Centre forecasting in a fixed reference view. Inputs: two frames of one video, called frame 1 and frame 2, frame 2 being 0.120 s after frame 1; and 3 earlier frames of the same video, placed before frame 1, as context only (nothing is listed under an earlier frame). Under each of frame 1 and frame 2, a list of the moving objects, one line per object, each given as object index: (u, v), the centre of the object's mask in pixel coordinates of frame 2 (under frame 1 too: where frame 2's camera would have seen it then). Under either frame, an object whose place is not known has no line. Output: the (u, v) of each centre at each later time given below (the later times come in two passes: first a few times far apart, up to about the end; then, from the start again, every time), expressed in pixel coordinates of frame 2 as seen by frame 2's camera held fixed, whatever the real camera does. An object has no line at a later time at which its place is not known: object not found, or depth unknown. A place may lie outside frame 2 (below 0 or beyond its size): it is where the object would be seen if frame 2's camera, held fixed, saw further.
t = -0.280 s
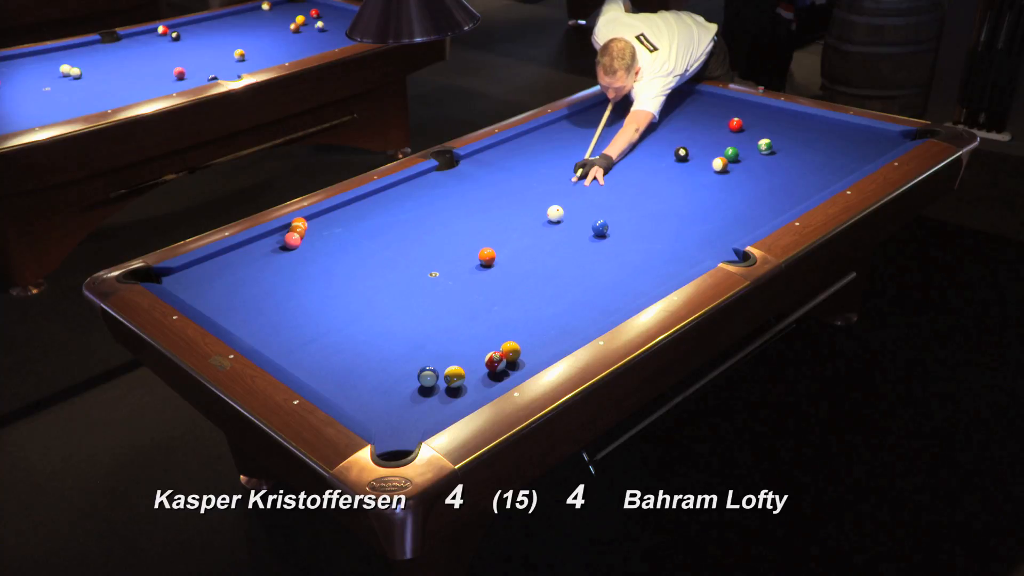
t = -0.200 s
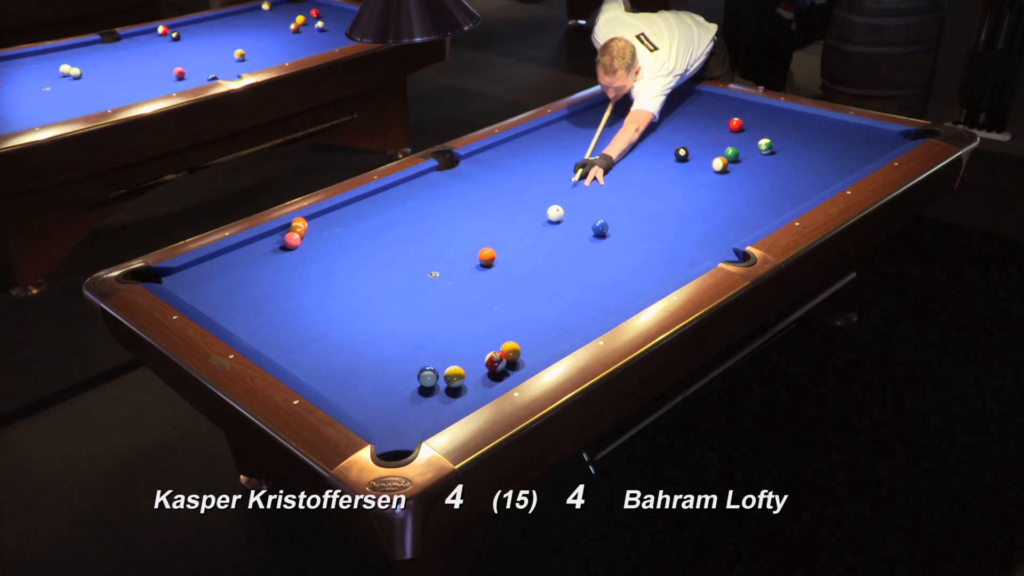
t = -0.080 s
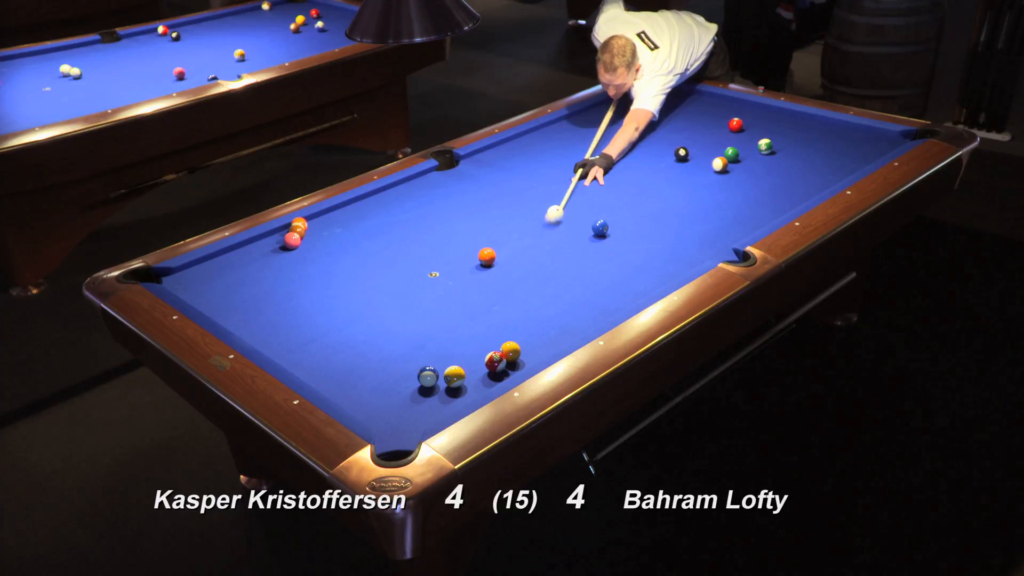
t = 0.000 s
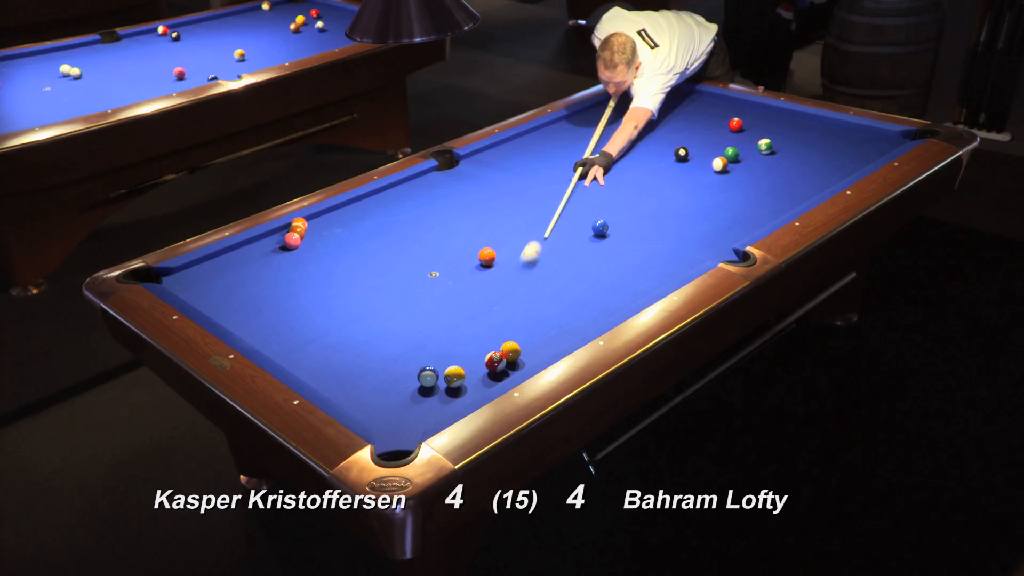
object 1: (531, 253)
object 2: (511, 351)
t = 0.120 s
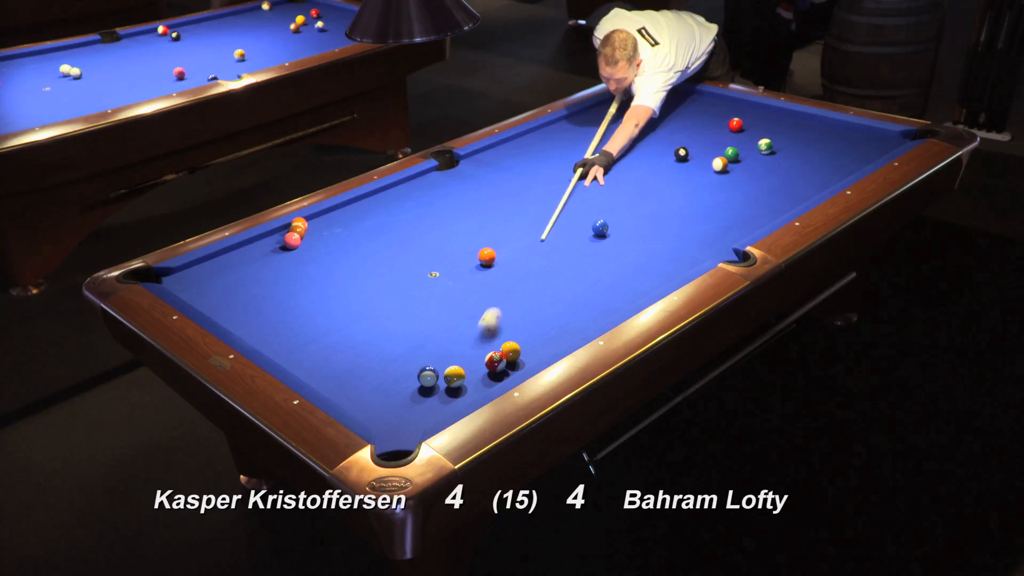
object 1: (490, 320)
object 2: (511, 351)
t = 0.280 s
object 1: (475, 366)
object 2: (511, 351)
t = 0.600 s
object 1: (482, 356)
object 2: (521, 344)
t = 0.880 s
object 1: (489, 341)
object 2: (529, 339)
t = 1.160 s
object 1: (495, 329)
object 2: (535, 334)
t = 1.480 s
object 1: (501, 317)
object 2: (541, 330)
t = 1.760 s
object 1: (505, 308)
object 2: (545, 328)
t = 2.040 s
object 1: (509, 300)
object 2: (547, 326)
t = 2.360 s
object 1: (512, 292)
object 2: (547, 326)
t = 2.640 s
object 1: (514, 287)
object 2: (548, 326)
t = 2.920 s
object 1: (516, 283)
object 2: (548, 326)
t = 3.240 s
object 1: (518, 279)
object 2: (548, 326)
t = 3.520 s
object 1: (519, 277)
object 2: (548, 326)
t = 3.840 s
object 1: (521, 275)
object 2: (548, 326)
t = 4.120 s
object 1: (521, 275)
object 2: (548, 326)
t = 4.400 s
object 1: (522, 275)
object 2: (548, 326)
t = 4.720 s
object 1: (522, 275)
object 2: (548, 325)
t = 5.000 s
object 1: (522, 275)
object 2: (548, 326)
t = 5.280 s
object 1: (522, 275)
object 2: (548, 325)
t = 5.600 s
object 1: (522, 275)
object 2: (548, 325)
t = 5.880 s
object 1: (522, 275)
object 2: (548, 325)
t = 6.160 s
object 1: (522, 275)
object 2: (548, 326)
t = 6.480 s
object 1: (522, 275)
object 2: (548, 326)
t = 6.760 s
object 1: (522, 275)
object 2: (548, 325)
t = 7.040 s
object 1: (522, 275)
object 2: (548, 326)
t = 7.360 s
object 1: (522, 275)
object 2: (548, 326)
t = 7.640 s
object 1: (522, 275)
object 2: (548, 326)
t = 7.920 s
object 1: (522, 276)
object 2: (548, 326)
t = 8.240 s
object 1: (522, 276)
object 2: (548, 326)
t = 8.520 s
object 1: (522, 275)
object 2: (548, 326)
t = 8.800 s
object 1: (522, 275)
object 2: (548, 326)
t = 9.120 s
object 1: (522, 276)
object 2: (548, 325)
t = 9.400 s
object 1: (522, 276)
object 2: (548, 326)
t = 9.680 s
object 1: (522, 275)
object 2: (548, 325)
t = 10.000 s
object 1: (522, 275)
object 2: (548, 325)
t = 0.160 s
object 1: (475, 346)
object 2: (511, 351)
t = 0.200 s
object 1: (465, 365)
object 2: (511, 351)
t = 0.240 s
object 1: (470, 366)
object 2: (511, 351)
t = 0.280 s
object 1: (475, 366)
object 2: (511, 351)
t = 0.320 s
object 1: (475, 367)
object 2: (512, 350)
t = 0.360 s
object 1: (476, 366)
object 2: (513, 349)
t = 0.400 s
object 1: (478, 366)
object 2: (515, 349)
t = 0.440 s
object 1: (478, 364)
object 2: (516, 348)
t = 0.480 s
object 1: (479, 363)
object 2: (517, 347)
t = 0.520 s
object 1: (480, 360)
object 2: (519, 346)
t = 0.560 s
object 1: (481, 358)
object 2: (520, 345)
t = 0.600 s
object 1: (482, 356)
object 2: (521, 344)
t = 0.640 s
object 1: (483, 354)
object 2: (523, 344)
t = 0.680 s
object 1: (484, 351)
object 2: (524, 343)
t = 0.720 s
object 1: (485, 349)
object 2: (525, 342)
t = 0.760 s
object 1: (486, 348)
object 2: (526, 341)
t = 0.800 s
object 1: (487, 346)
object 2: (527, 340)
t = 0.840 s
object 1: (488, 343)
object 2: (528, 340)
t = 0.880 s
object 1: (489, 341)
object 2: (529, 339)
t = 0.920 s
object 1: (490, 340)
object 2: (530, 338)
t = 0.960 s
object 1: (491, 338)
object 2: (531, 337)
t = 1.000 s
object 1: (492, 336)
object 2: (532, 337)
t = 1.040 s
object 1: (493, 334)
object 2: (533, 336)
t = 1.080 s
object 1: (493, 333)
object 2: (534, 336)
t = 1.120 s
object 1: (494, 331)
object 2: (535, 335)
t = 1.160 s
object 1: (495, 329)
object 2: (535, 334)
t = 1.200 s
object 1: (496, 328)
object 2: (536, 334)
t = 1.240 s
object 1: (497, 326)
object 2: (537, 333)
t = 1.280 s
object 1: (497, 324)
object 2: (538, 333)
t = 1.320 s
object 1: (498, 323)
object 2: (539, 332)
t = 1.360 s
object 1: (499, 321)
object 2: (539, 332)
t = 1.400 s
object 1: (499, 320)
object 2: (540, 331)
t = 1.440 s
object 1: (500, 318)
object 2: (541, 331)
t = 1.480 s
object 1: (501, 317)
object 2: (541, 330)
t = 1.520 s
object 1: (502, 316)
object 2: (542, 330)
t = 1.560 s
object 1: (502, 314)
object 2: (542, 330)
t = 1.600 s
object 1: (503, 313)
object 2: (543, 329)
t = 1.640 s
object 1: (503, 312)
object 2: (543, 329)
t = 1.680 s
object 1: (504, 310)
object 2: (544, 329)
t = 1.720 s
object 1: (504, 309)
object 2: (544, 328)
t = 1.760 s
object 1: (505, 308)
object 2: (545, 328)
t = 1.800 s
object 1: (506, 307)
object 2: (545, 328)
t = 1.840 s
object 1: (506, 306)
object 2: (545, 327)
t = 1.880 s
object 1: (506, 304)
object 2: (546, 327)
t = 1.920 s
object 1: (507, 303)
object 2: (546, 327)
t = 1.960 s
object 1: (508, 302)
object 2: (546, 327)
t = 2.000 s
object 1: (508, 301)
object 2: (547, 326)
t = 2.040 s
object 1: (509, 300)
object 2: (547, 326)
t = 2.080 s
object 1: (509, 299)
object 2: (547, 326)
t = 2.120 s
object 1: (509, 298)
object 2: (547, 326)
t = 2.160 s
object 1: (510, 297)
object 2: (547, 326)
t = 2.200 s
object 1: (510, 296)
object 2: (547, 326)
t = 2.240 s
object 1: (511, 295)
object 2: (547, 326)
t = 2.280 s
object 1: (511, 294)
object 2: (547, 326)
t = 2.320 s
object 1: (511, 293)
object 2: (547, 326)
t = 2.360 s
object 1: (512, 292)
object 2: (547, 326)
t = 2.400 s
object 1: (512, 292)
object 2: (548, 326)
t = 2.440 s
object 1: (513, 291)
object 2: (548, 326)
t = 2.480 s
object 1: (513, 290)
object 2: (548, 326)
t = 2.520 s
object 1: (513, 289)
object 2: (548, 326)
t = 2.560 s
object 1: (514, 288)
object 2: (548, 326)
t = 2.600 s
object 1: (514, 288)
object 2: (548, 326)
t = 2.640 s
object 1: (514, 287)
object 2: (548, 326)
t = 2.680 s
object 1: (515, 286)
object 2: (548, 326)
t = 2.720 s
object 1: (515, 285)
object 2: (548, 326)
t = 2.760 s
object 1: (515, 285)
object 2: (548, 326)
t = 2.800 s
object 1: (516, 284)
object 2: (548, 326)
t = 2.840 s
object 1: (516, 284)
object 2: (548, 326)
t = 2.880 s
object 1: (516, 283)
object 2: (548, 326)
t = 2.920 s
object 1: (516, 283)
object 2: (548, 326)
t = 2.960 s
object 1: (517, 282)
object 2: (548, 326)
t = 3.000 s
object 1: (517, 282)
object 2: (548, 326)
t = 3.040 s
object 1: (517, 282)
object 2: (548, 326)
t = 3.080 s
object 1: (517, 281)
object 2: (548, 326)
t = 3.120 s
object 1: (518, 280)
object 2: (548, 326)
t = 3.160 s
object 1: (518, 280)
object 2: (548, 326)
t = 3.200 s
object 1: (518, 280)
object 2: (548, 326)
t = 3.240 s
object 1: (518, 279)
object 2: (548, 326)
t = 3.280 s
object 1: (518, 279)
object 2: (548, 326)
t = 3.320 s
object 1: (519, 278)
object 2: (548, 326)
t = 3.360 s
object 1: (519, 278)
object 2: (548, 326)
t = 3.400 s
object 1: (519, 278)
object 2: (548, 326)
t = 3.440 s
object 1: (519, 277)
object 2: (548, 326)
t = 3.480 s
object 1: (519, 277)
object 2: (548, 326)
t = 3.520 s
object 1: (519, 277)
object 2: (548, 326)
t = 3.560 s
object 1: (519, 276)
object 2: (548, 326)
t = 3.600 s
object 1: (520, 276)
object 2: (548, 326)
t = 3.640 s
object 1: (520, 276)
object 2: (548, 326)
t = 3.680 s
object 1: (520, 276)
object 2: (548, 326)
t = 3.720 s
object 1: (520, 275)
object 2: (548, 326)
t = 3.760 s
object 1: (520, 275)
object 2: (548, 326)
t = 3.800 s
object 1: (520, 275)
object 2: (548, 326)
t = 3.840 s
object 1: (521, 275)
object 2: (548, 326)
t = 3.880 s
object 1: (521, 275)
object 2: (548, 326)
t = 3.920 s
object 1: (521, 275)
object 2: (548, 326)
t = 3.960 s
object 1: (521, 275)
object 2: (548, 326)
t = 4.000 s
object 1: (521, 275)
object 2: (548, 326)
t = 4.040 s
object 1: (521, 275)
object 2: (548, 326)
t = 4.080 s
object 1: (521, 275)
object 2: (548, 326)
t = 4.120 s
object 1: (521, 275)
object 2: (548, 326)
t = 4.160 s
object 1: (522, 275)
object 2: (548, 326)
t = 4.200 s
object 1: (522, 275)
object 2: (548, 326)
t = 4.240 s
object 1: (522, 275)
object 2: (548, 326)
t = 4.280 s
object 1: (522, 275)
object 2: (548, 326)
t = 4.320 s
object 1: (522, 275)
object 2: (548, 326)
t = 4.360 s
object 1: (522, 275)
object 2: (548, 326)
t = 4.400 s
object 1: (522, 275)
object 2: (548, 326)
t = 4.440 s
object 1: (522, 275)
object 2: (548, 326)
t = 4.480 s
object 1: (522, 275)
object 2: (548, 326)
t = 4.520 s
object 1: (522, 275)
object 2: (548, 326)
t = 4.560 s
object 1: (522, 275)
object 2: (548, 326)
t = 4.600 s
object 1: (522, 275)
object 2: (548, 326)
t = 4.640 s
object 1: (522, 275)
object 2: (548, 326)
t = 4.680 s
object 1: (522, 275)
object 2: (548, 326)
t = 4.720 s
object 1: (522, 275)
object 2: (548, 325)
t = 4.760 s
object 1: (522, 275)
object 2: (548, 326)
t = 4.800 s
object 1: (522, 275)
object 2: (548, 326)
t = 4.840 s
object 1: (522, 275)
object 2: (548, 326)
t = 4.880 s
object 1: (522, 275)
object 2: (548, 325)
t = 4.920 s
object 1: (522, 275)
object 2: (548, 326)
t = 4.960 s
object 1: (522, 275)
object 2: (548, 325)
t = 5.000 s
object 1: (522, 275)
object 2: (548, 326)
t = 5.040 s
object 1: (522, 275)
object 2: (548, 325)
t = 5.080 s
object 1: (522, 275)
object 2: (548, 326)
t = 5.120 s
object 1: (522, 275)
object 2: (548, 325)
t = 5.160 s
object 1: (522, 275)
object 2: (548, 326)
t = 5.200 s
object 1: (522, 275)
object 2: (548, 325)
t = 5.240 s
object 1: (522, 275)
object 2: (548, 326)
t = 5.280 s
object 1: (522, 275)
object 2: (548, 325)
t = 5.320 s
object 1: (522, 275)
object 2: (548, 326)
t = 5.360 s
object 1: (522, 275)
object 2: (548, 325)
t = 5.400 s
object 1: (522, 275)
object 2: (548, 326)
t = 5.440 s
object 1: (522, 275)
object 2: (548, 325)
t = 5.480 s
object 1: (522, 275)
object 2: (548, 326)
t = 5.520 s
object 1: (522, 275)
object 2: (548, 325)
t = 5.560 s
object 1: (522, 275)
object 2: (548, 326)
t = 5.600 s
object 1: (522, 275)
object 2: (548, 325)
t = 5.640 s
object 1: (522, 275)
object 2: (548, 326)
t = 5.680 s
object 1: (522, 275)
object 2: (548, 325)
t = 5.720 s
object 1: (522, 275)
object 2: (548, 326)
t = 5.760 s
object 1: (522, 275)
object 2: (548, 325)
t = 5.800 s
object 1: (522, 275)
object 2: (548, 326)
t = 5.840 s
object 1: (522, 275)
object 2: (548, 325)
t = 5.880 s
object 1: (522, 275)
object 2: (548, 325)
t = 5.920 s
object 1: (522, 275)
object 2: (548, 326)
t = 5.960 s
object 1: (522, 275)
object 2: (548, 326)
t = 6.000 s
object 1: (522, 275)
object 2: (548, 325)
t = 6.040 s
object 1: (522, 275)
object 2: (548, 326)
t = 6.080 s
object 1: (522, 275)
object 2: (548, 325)
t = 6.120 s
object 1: (522, 275)
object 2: (548, 326)
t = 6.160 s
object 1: (522, 275)
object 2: (548, 326)
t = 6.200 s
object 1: (522, 275)
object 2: (548, 326)
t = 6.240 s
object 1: (522, 275)
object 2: (548, 326)
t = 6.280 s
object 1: (522, 275)
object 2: (548, 326)
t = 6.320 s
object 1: (522, 275)
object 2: (548, 325)
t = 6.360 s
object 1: (522, 275)
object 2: (548, 326)
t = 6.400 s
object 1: (522, 275)
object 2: (548, 326)
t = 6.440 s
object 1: (522, 275)
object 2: (548, 325)
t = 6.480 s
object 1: (522, 275)
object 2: (548, 326)
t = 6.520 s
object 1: (522, 275)
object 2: (548, 326)
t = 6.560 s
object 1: (522, 275)
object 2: (548, 326)
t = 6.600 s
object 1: (522, 275)
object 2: (548, 326)
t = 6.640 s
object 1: (522, 275)
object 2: (548, 325)
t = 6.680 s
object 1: (522, 275)
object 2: (548, 326)
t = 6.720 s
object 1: (522, 275)
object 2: (548, 326)
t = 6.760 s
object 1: (522, 275)
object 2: (548, 325)
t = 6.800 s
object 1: (522, 275)
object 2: (548, 326)
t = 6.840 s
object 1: (522, 275)
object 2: (548, 326)
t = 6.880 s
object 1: (522, 275)
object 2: (548, 326)
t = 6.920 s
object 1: (522, 275)
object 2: (548, 326)
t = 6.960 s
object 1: (522, 275)
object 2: (548, 326)
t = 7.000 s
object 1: (522, 275)
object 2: (548, 326)
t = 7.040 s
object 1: (522, 275)
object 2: (548, 326)
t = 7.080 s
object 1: (522, 275)
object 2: (548, 325)
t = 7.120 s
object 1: (522, 275)
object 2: (548, 326)
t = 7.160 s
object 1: (522, 275)
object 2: (548, 325)
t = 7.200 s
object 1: (522, 275)
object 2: (548, 326)
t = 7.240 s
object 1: (522, 275)
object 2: (548, 325)
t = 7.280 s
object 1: (522, 275)
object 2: (548, 326)
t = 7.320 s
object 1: (522, 275)
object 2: (548, 325)
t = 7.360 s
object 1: (522, 275)
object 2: (548, 326)
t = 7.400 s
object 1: (522, 275)
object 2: (548, 325)
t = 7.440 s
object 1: (522, 275)
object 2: (548, 326)
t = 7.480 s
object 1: (522, 275)
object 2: (548, 325)
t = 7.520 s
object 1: (522, 275)
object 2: (548, 326)
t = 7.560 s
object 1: (522, 275)
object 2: (548, 325)
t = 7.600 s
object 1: (522, 275)
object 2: (548, 326)
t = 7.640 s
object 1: (522, 275)
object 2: (548, 326)
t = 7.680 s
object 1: (522, 275)
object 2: (548, 326)
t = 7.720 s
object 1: (522, 275)
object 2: (548, 325)
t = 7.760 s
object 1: (522, 275)
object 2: (548, 326)
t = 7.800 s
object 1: (522, 275)
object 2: (548, 326)
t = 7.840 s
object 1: (522, 276)
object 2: (548, 326)
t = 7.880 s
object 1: (522, 275)
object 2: (548, 326)
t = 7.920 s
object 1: (522, 276)
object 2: (548, 326)
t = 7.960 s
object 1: (522, 275)
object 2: (548, 326)
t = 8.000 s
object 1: (522, 276)
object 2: (548, 326)
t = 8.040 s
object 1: (522, 276)
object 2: (548, 326)
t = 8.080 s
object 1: (522, 276)
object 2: (548, 326)
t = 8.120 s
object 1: (522, 276)
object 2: (548, 326)
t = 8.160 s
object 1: (522, 276)
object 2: (548, 326)
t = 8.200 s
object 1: (522, 276)
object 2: (548, 325)
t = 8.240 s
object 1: (522, 276)
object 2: (548, 326)
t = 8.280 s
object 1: (522, 275)
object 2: (548, 326)
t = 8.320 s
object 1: (522, 275)
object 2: (548, 326)
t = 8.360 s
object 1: (522, 275)
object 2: (548, 325)
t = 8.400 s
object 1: (522, 276)
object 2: (548, 326)
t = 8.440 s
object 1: (522, 275)
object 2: (548, 326)
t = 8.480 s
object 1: (522, 275)
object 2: (548, 326)
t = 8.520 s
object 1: (522, 275)
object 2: (548, 326)
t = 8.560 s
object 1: (522, 275)
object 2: (548, 326)
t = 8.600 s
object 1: (522, 275)
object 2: (548, 325)
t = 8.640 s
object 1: (522, 275)
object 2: (548, 326)
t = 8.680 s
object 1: (522, 275)
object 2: (548, 326)
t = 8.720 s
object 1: (522, 276)
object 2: (548, 326)
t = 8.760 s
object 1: (522, 275)
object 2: (548, 326)
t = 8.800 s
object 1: (522, 275)
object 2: (548, 326)
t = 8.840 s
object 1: (522, 276)
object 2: (548, 326)
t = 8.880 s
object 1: (522, 275)
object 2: (548, 326)
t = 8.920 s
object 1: (522, 276)
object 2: (548, 326)
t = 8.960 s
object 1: (522, 276)
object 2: (548, 325)
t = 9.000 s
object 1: (522, 276)
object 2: (548, 326)
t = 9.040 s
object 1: (522, 276)
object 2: (548, 326)
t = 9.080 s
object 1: (522, 276)
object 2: (548, 326)
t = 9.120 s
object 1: (522, 276)
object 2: (548, 325)
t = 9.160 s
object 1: (522, 276)
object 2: (548, 326)
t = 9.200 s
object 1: (522, 276)
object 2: (548, 325)
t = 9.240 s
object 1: (522, 276)
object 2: (548, 326)
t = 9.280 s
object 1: (522, 276)
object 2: (548, 325)
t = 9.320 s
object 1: (522, 276)
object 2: (548, 326)
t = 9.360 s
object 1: (522, 276)
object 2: (548, 325)
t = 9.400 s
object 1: (522, 276)
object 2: (548, 326)
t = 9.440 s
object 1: (522, 276)
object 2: (548, 325)
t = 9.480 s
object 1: (522, 276)
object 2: (548, 326)
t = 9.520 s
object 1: (522, 275)
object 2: (548, 325)
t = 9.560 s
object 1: (522, 276)
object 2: (548, 326)
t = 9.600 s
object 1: (522, 276)
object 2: (548, 325)
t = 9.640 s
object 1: (522, 276)
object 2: (548, 326)
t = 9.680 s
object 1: (522, 275)
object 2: (548, 325)
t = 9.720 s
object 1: (522, 275)
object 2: (548, 326)
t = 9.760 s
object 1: (522, 275)
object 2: (548, 325)
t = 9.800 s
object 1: (522, 275)
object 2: (548, 326)
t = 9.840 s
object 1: (522, 275)
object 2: (548, 325)
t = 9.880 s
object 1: (522, 275)
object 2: (548, 326)
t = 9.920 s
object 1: (522, 275)
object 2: (548, 325)
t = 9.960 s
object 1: (522, 275)
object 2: (548, 326)
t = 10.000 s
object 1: (522, 275)
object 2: (548, 325)
